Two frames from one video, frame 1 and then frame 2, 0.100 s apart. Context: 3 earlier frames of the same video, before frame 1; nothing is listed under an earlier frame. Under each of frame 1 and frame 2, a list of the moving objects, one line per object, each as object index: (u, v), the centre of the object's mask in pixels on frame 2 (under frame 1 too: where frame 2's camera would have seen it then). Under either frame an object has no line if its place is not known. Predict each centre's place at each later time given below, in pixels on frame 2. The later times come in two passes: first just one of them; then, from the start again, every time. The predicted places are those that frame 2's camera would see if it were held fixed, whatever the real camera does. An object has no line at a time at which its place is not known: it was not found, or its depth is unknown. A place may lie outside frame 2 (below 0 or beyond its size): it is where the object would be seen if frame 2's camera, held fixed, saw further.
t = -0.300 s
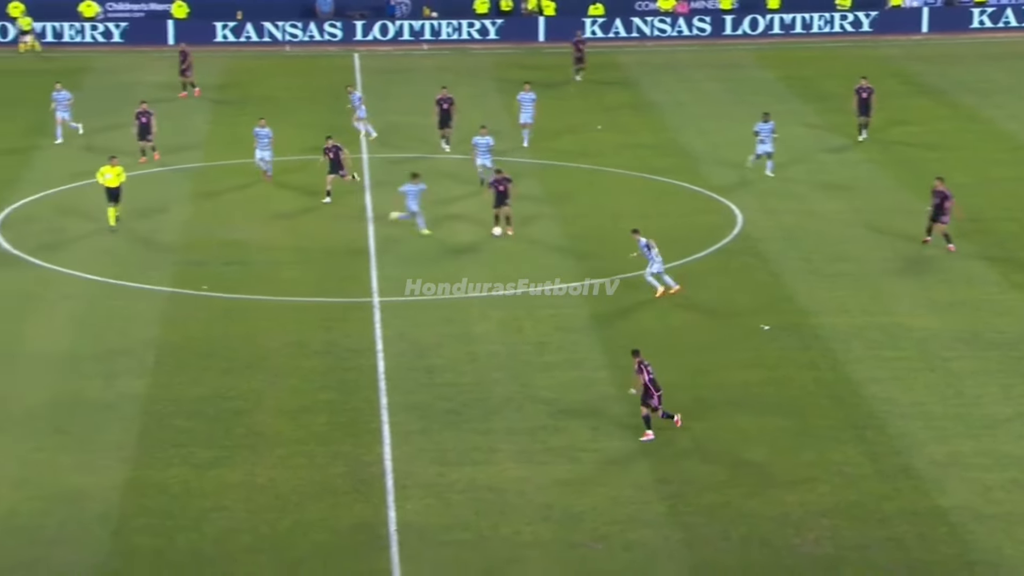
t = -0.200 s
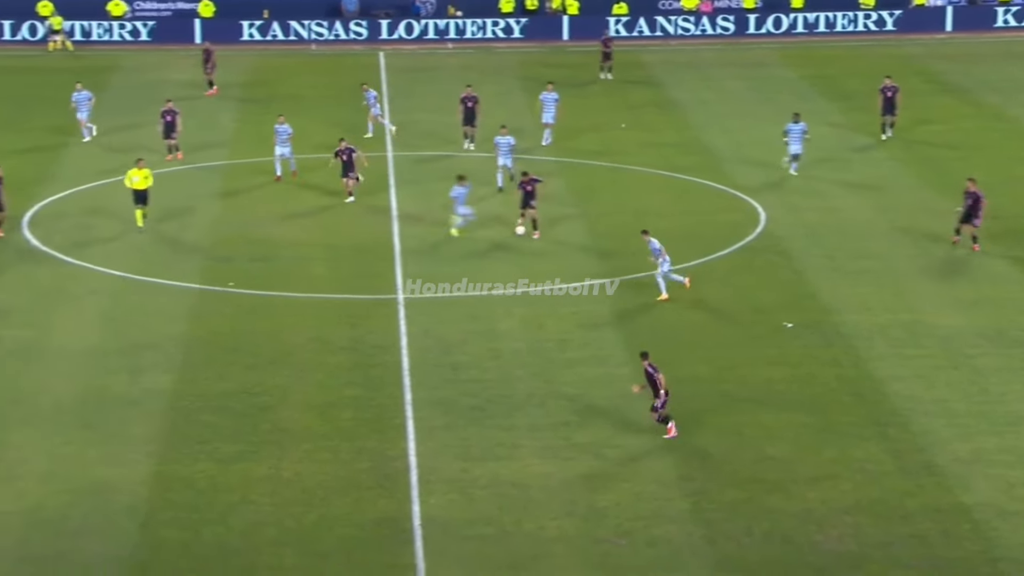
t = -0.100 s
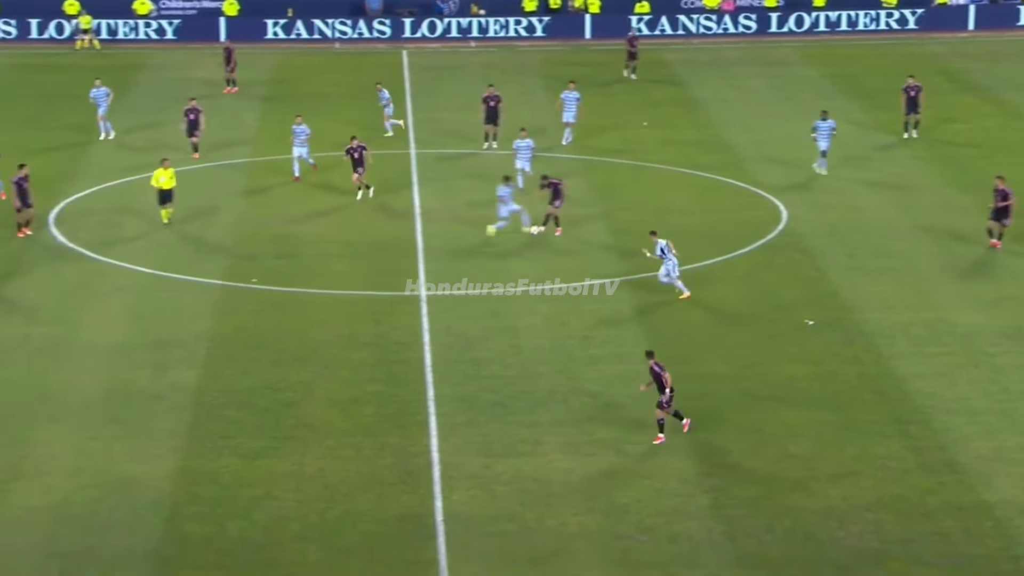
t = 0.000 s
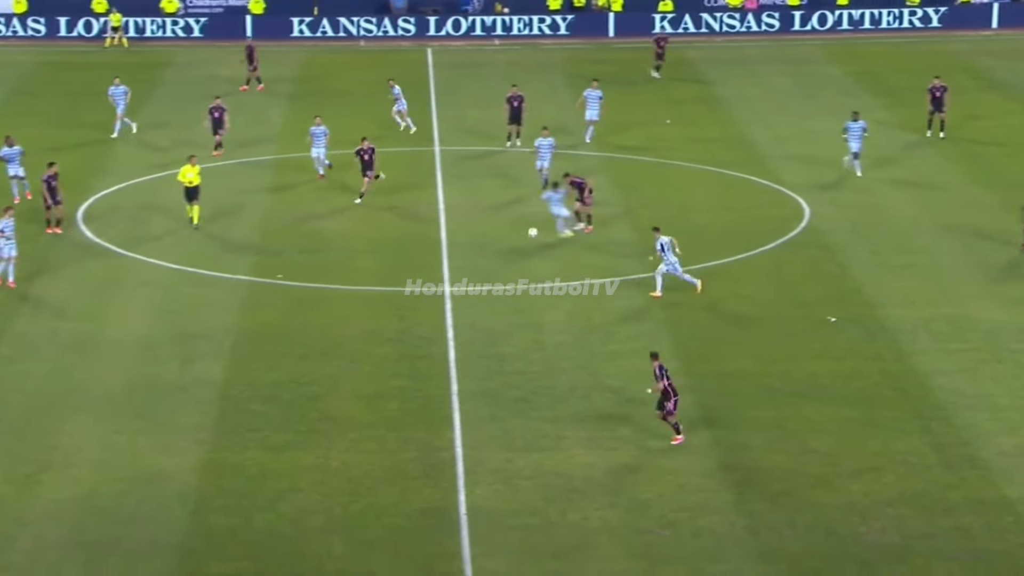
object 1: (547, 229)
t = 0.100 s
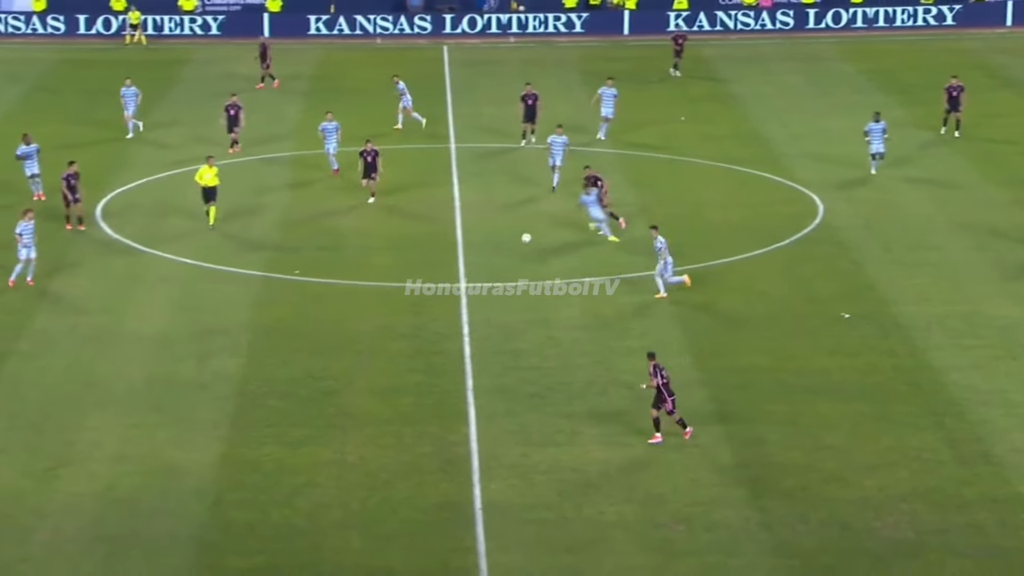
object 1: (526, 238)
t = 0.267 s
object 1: (493, 258)
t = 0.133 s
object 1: (519, 242)
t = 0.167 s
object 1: (515, 244)
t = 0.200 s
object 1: (508, 248)
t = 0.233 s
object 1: (500, 253)
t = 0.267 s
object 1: (493, 258)
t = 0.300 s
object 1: (485, 265)
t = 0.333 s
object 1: (478, 271)
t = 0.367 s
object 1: (471, 278)
